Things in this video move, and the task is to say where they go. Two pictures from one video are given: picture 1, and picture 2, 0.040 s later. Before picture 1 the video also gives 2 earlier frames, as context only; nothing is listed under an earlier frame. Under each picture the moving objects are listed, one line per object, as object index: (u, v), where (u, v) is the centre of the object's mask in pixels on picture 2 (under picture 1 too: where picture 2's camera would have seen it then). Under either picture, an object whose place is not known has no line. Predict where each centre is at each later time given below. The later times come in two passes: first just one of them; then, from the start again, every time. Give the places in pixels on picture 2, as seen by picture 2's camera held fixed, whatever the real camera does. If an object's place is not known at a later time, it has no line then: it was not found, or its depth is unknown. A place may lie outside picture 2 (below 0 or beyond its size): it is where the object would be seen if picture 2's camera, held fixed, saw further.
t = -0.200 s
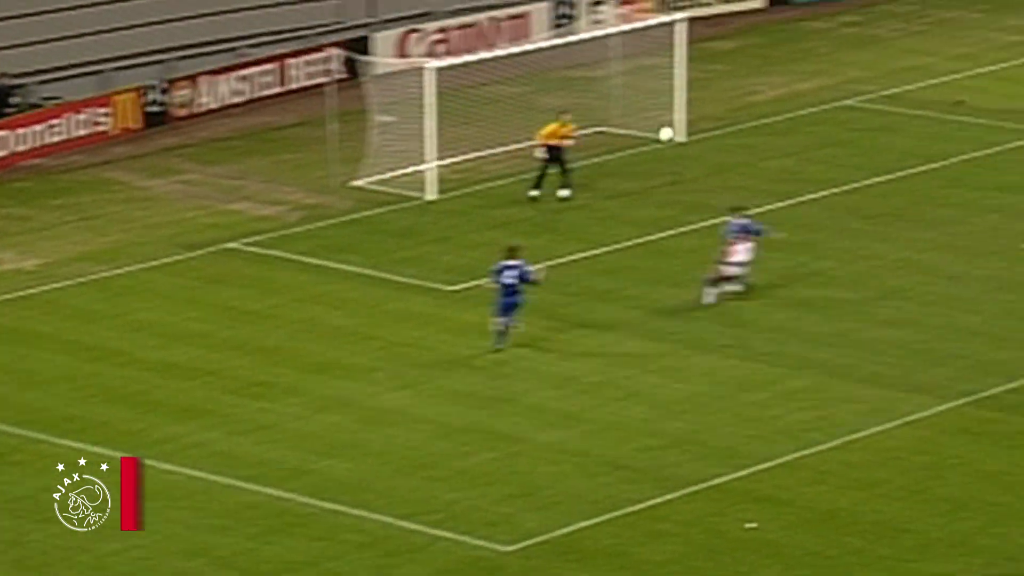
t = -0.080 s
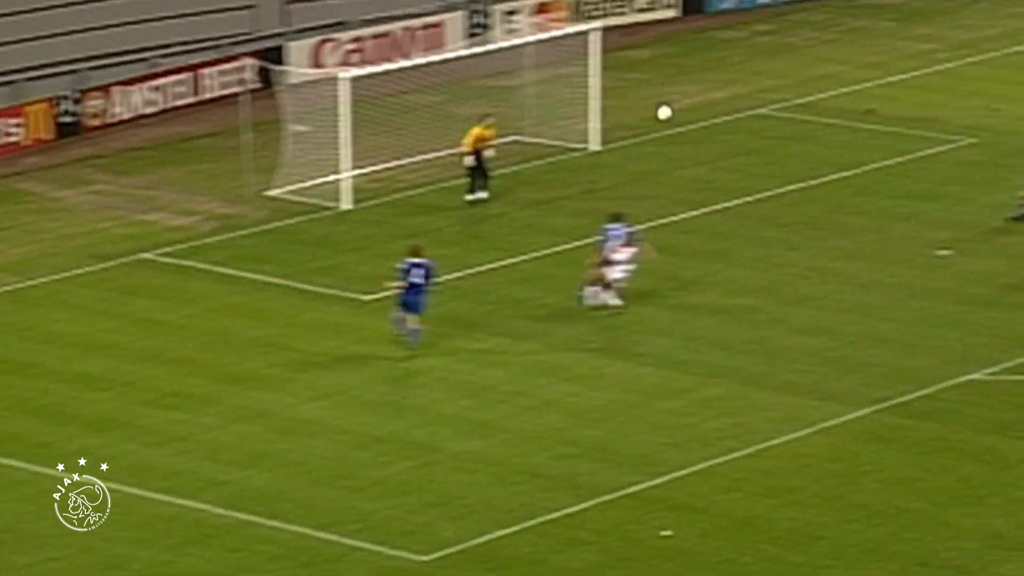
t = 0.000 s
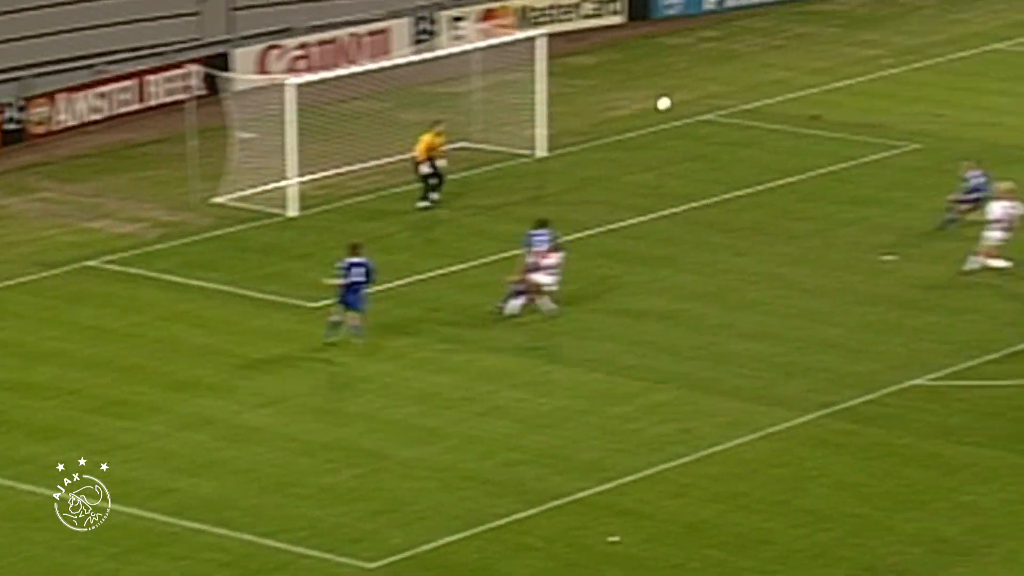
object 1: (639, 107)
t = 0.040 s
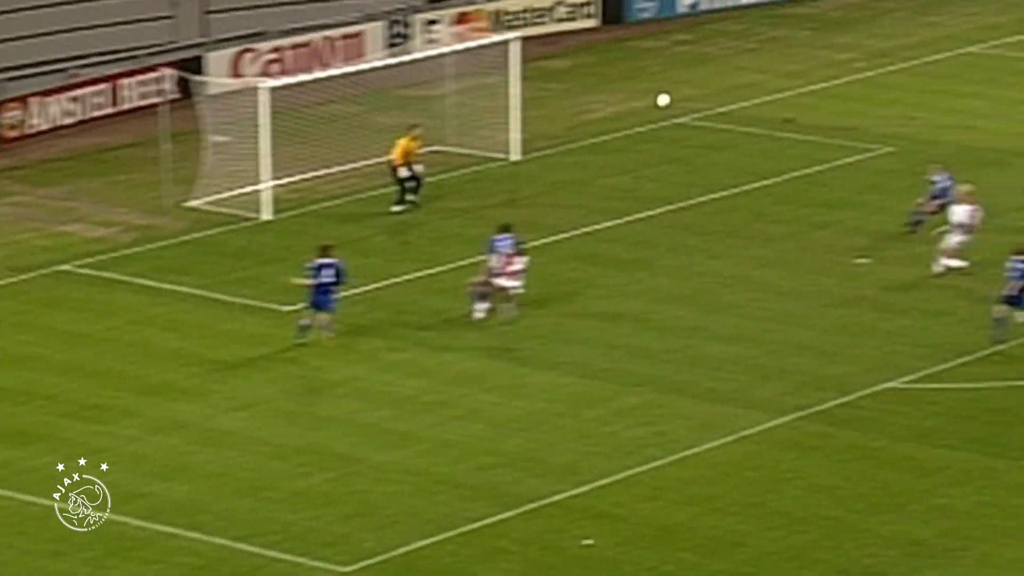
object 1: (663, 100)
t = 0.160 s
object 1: (736, 85)
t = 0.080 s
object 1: (687, 94)
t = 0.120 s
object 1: (711, 89)
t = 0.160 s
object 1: (736, 85)
